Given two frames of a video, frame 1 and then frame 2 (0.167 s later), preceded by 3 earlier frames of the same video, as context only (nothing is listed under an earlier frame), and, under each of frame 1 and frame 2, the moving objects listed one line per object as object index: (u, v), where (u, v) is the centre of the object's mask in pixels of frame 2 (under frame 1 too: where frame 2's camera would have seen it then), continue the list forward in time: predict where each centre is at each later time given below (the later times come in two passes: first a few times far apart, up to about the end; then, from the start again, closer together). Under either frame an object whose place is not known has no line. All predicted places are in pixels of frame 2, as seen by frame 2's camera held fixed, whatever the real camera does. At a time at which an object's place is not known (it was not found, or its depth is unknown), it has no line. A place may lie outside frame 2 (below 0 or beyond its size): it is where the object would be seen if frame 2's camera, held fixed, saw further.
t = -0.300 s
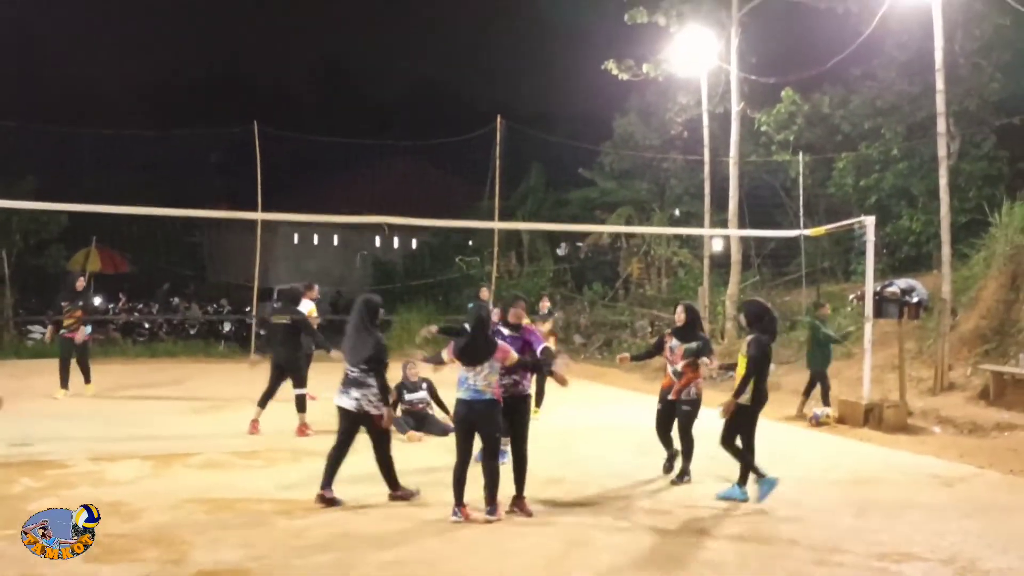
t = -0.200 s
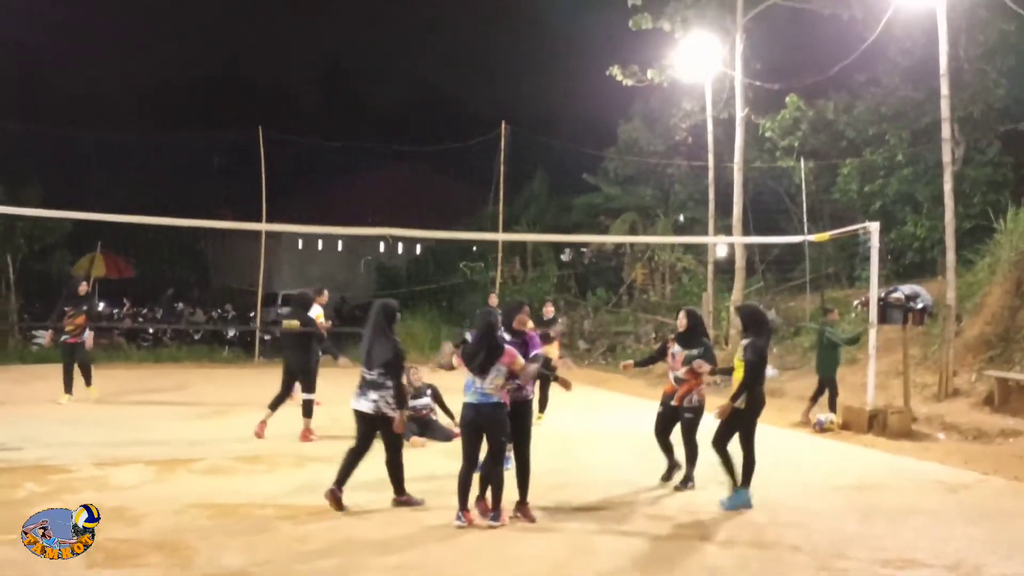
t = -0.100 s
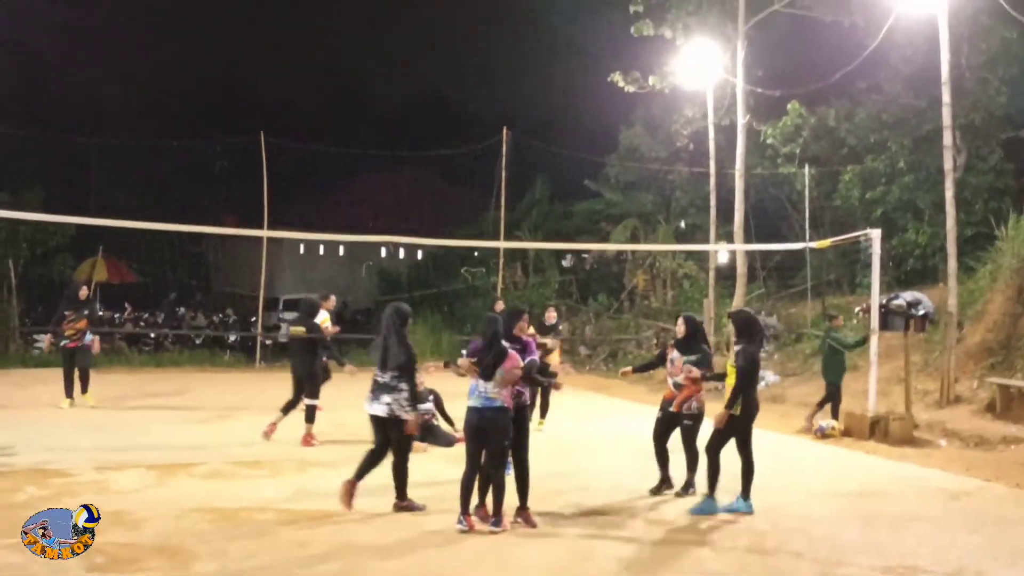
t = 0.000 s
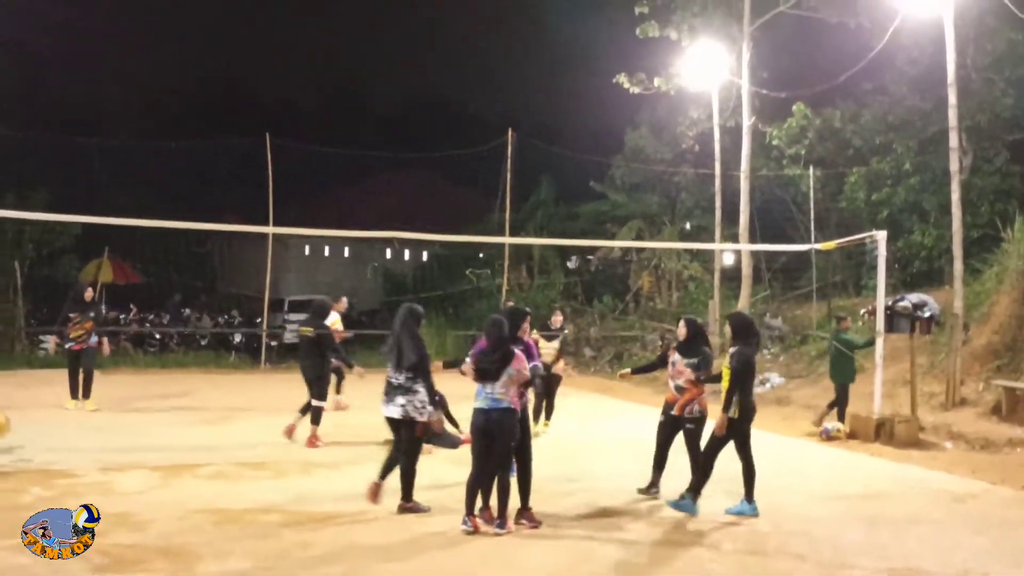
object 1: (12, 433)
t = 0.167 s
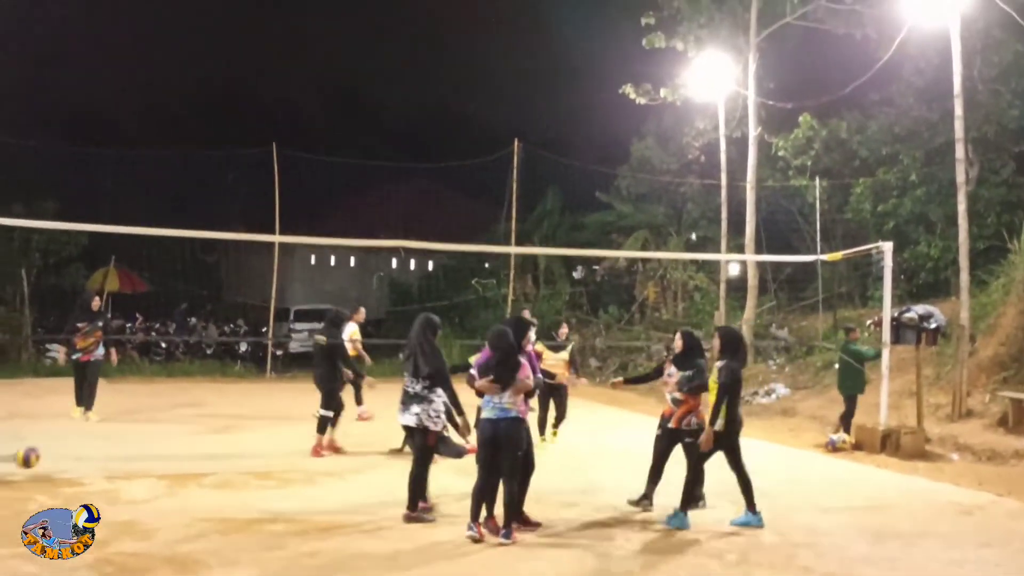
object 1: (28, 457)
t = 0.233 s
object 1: (33, 446)
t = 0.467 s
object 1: (51, 447)
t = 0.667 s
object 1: (67, 474)
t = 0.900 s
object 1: (86, 466)
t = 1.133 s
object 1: (103, 480)
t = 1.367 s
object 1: (119, 498)
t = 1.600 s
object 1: (135, 496)
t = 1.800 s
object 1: (147, 506)
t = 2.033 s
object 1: (160, 512)
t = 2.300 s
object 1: (187, 519)
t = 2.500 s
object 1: (199, 530)
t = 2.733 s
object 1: (220, 537)
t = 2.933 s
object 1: (235, 547)
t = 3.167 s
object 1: (253, 555)
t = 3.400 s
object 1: (267, 564)
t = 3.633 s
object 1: (282, 571)
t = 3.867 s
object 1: (296, 576)
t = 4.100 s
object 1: (308, 584)
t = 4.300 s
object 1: (317, 590)
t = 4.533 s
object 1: (327, 596)
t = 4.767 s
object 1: (334, 602)
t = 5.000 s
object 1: (340, 609)
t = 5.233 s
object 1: (341, 611)
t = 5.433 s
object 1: (345, 611)
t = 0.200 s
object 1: (30, 452)
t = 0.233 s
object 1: (33, 446)
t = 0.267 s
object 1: (36, 444)
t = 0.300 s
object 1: (38, 442)
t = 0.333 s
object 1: (42, 440)
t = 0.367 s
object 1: (44, 440)
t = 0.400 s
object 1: (46, 441)
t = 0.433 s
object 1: (48, 444)
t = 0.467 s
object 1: (51, 447)
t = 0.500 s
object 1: (55, 452)
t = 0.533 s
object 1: (57, 458)
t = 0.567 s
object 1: (58, 466)
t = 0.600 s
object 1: (62, 475)
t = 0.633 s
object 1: (65, 479)
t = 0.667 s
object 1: (67, 474)
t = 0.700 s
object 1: (70, 468)
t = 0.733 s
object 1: (73, 464)
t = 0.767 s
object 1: (74, 463)
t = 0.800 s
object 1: (77, 461)
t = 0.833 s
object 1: (81, 461)
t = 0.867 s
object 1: (83, 463)
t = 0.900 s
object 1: (86, 466)
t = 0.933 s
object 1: (87, 470)
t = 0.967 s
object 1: (90, 475)
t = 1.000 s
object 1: (94, 482)
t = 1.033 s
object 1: (95, 492)
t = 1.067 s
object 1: (98, 490)
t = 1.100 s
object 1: (101, 484)
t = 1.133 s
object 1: (103, 480)
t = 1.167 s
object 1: (105, 479)
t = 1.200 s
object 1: (108, 479)
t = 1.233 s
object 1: (110, 479)
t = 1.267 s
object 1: (113, 481)
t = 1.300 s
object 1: (114, 486)
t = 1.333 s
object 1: (116, 491)
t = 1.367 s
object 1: (119, 498)
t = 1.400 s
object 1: (121, 502)
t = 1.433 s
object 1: (124, 499)
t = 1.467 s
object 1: (126, 494)
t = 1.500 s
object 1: (129, 492)
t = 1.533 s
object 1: (130, 492)
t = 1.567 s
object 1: (132, 494)
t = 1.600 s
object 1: (135, 496)
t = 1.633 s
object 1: (137, 500)
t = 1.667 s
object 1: (138, 505)
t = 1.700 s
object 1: (140, 512)
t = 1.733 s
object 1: (142, 511)
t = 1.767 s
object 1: (144, 509)
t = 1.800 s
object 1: (147, 506)
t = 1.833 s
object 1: (149, 505)
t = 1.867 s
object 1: (151, 506)
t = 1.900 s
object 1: (153, 508)
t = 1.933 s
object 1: (155, 508)
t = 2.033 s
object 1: (160, 512)
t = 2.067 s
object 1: (166, 512)
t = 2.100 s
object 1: (170, 512)
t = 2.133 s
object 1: (172, 512)
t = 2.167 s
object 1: (175, 514)
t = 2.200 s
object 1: (178, 515)
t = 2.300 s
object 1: (187, 519)
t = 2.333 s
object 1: (188, 521)
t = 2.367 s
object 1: (190, 524)
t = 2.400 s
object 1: (193, 526)
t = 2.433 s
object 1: (196, 528)
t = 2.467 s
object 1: (197, 530)
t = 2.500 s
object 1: (199, 530)
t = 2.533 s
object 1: (200, 530)
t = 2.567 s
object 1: (205, 530)
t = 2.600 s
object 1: (210, 531)
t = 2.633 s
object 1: (212, 533)
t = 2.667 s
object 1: (215, 535)
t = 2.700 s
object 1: (217, 536)
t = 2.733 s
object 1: (220, 537)
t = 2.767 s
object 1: (222, 539)
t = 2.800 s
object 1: (224, 541)
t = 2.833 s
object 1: (229, 542)
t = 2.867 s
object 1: (231, 544)
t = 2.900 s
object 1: (234, 546)
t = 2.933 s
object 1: (235, 547)
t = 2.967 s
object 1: (238, 549)
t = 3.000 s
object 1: (242, 551)
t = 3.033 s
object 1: (243, 551)
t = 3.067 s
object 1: (245, 552)
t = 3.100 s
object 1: (246, 554)
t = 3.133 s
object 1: (249, 556)
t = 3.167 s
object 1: (253, 555)
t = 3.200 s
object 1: (255, 555)
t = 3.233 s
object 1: (257, 557)
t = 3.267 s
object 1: (259, 559)
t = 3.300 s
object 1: (261, 561)
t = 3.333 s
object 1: (262, 562)
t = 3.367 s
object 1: (264, 562)
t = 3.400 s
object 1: (267, 564)
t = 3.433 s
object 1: (269, 566)
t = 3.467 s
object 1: (271, 566)
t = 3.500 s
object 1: (273, 567)
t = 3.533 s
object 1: (275, 568)
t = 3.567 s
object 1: (277, 569)
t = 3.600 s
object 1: (280, 571)
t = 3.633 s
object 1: (282, 571)
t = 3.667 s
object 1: (285, 573)
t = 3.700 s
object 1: (287, 572)
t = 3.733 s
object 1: (288, 573)
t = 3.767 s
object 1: (289, 575)
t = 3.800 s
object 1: (292, 575)
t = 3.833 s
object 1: (294, 576)
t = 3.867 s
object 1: (296, 576)
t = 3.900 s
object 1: (298, 577)
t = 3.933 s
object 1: (300, 579)
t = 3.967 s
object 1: (301, 580)
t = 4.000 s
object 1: (304, 581)
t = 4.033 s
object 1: (306, 582)
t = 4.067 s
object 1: (307, 584)
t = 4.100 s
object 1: (308, 584)
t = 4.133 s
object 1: (310, 585)
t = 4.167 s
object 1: (311, 586)
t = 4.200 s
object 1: (313, 588)
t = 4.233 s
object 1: (315, 588)
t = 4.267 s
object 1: (316, 589)
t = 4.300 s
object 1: (317, 590)
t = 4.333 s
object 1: (318, 591)
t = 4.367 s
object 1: (319, 591)
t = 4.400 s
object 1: (321, 593)
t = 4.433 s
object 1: (322, 593)
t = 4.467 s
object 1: (324, 594)
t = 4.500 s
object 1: (325, 595)
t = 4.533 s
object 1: (327, 596)
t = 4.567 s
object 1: (328, 597)
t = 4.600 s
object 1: (329, 598)
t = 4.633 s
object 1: (330, 599)
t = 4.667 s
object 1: (331, 601)
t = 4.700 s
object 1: (332, 601)
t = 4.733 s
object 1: (333, 601)
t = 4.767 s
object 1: (334, 602)
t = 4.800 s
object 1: (335, 603)
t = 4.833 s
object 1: (336, 604)
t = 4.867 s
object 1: (337, 605)
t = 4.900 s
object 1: (339, 606)
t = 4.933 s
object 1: (340, 607)
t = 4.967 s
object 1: (340, 608)
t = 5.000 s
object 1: (340, 609)
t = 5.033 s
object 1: (341, 609)
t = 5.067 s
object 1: (342, 610)
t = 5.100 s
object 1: (342, 611)
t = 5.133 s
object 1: (342, 611)
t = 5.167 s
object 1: (341, 612)
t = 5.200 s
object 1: (342, 611)
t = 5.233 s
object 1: (341, 611)
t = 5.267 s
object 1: (342, 611)
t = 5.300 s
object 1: (342, 611)
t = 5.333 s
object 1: (343, 611)
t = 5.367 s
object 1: (344, 611)
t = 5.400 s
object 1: (344, 611)
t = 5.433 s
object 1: (345, 611)
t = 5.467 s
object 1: (346, 612)
